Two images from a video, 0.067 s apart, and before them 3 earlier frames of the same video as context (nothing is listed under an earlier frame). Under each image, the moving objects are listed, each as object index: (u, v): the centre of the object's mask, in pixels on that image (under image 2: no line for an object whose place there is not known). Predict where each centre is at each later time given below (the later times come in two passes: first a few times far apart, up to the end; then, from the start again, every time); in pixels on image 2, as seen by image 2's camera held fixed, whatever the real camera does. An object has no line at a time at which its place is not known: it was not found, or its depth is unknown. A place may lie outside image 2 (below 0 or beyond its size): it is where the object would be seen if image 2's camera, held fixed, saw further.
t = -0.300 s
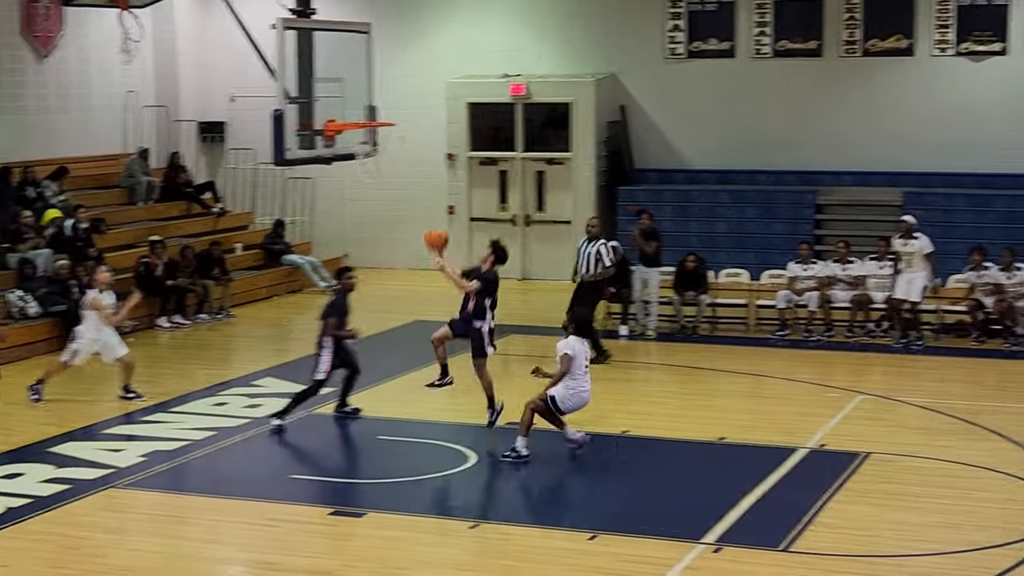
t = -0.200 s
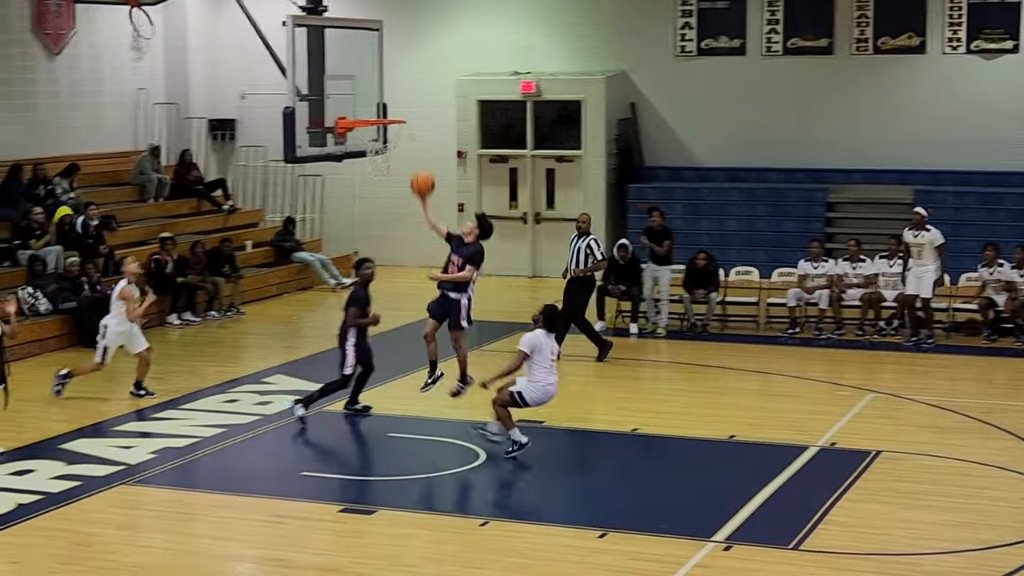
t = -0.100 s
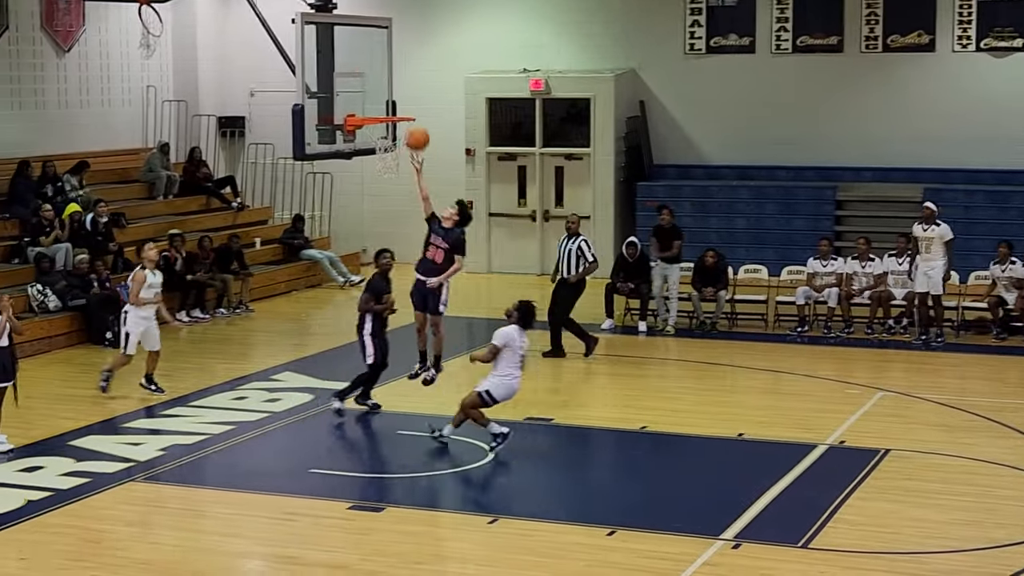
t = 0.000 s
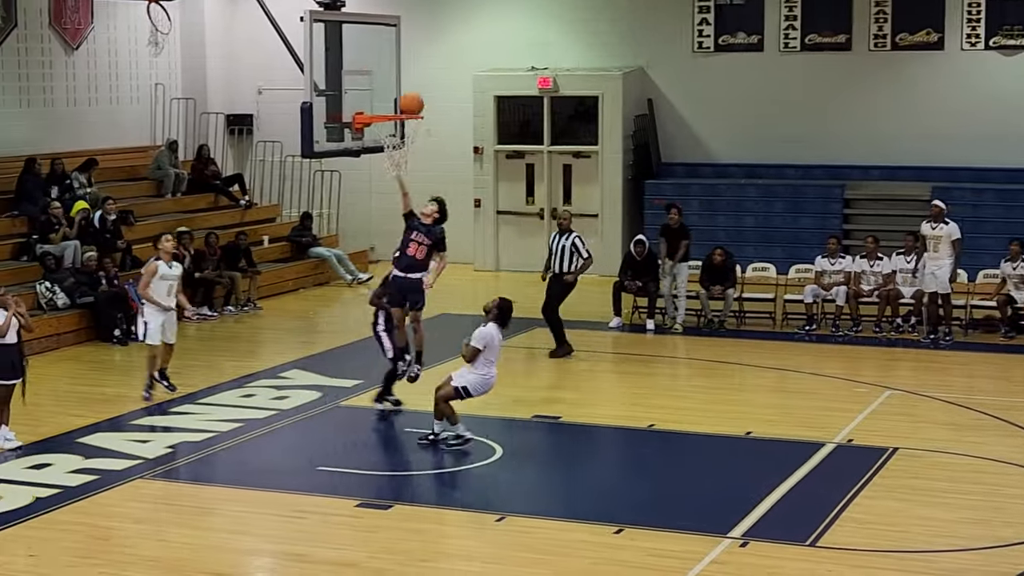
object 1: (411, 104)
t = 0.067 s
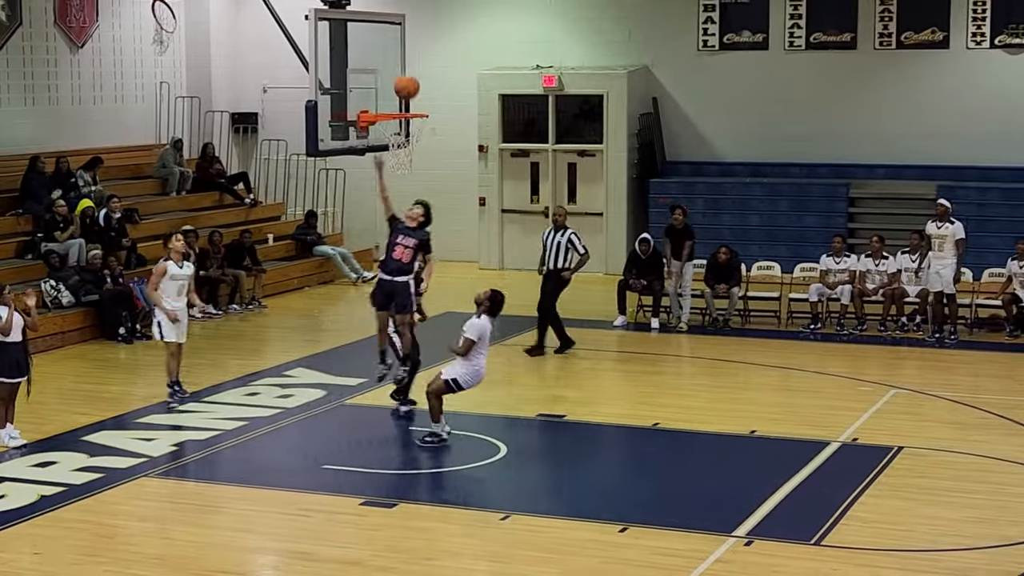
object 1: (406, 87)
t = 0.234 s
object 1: (385, 67)
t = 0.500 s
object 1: (395, 93)
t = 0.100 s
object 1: (402, 81)
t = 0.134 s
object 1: (397, 76)
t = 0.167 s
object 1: (392, 72)
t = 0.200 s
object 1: (388, 69)
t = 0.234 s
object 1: (385, 67)
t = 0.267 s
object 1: (386, 66)
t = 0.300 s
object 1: (387, 66)
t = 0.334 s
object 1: (388, 68)
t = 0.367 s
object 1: (389, 70)
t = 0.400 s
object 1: (391, 74)
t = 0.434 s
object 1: (392, 79)
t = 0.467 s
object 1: (394, 85)
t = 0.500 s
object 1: (395, 93)
